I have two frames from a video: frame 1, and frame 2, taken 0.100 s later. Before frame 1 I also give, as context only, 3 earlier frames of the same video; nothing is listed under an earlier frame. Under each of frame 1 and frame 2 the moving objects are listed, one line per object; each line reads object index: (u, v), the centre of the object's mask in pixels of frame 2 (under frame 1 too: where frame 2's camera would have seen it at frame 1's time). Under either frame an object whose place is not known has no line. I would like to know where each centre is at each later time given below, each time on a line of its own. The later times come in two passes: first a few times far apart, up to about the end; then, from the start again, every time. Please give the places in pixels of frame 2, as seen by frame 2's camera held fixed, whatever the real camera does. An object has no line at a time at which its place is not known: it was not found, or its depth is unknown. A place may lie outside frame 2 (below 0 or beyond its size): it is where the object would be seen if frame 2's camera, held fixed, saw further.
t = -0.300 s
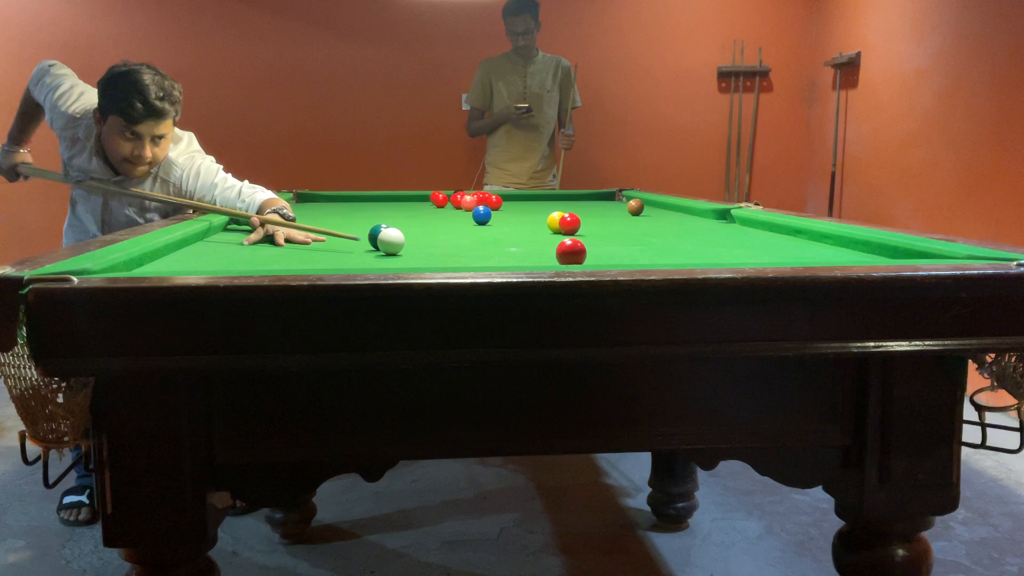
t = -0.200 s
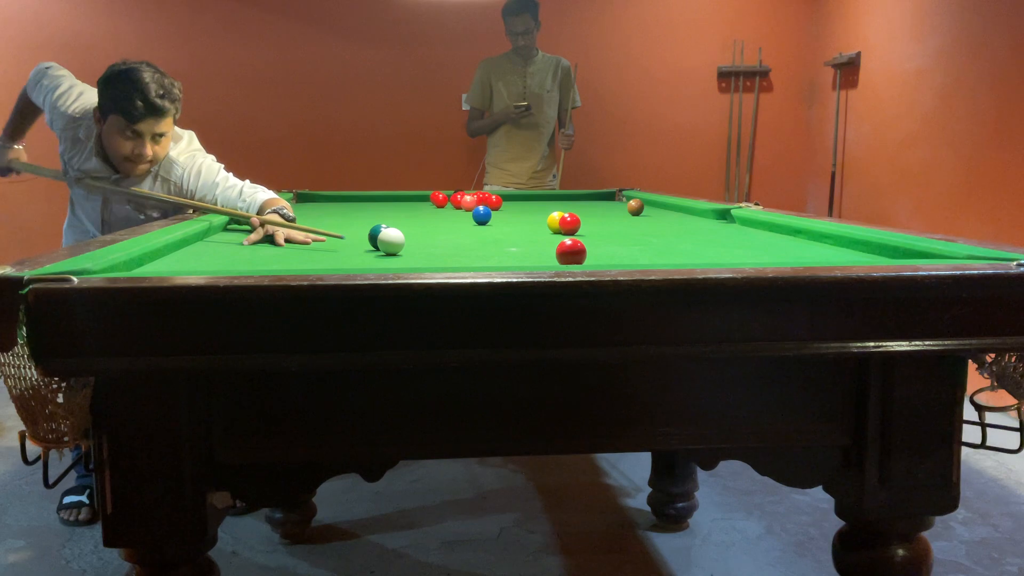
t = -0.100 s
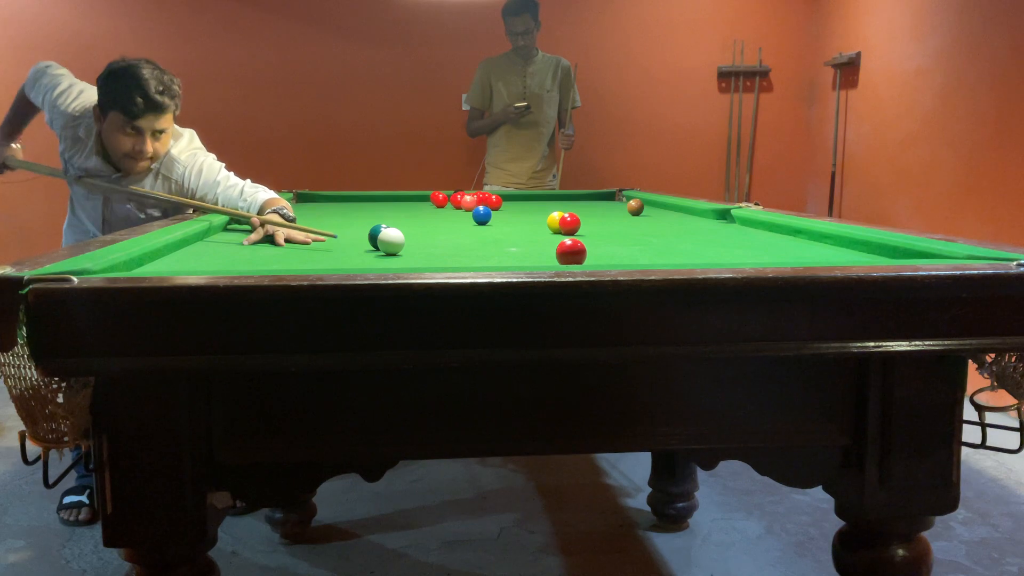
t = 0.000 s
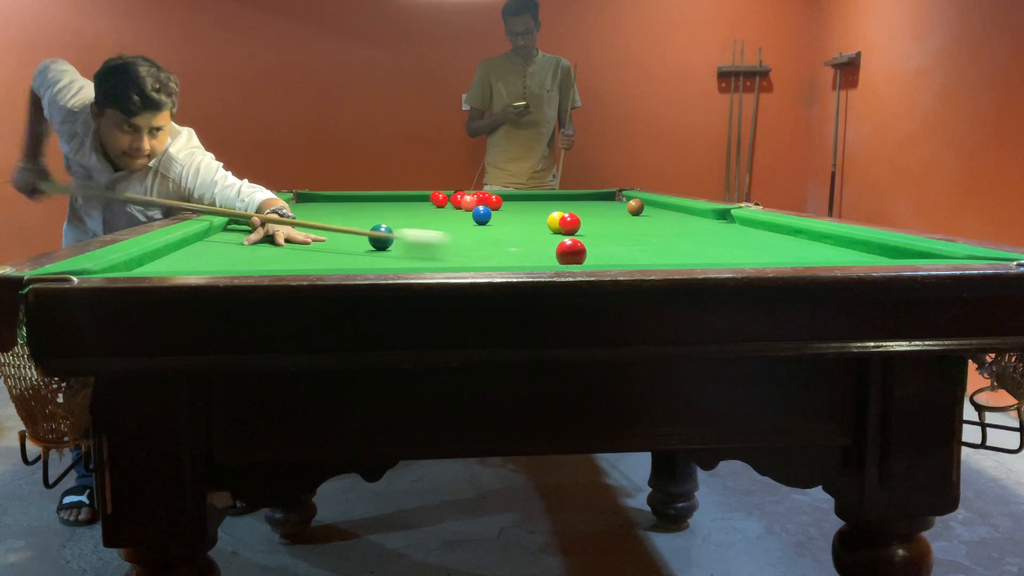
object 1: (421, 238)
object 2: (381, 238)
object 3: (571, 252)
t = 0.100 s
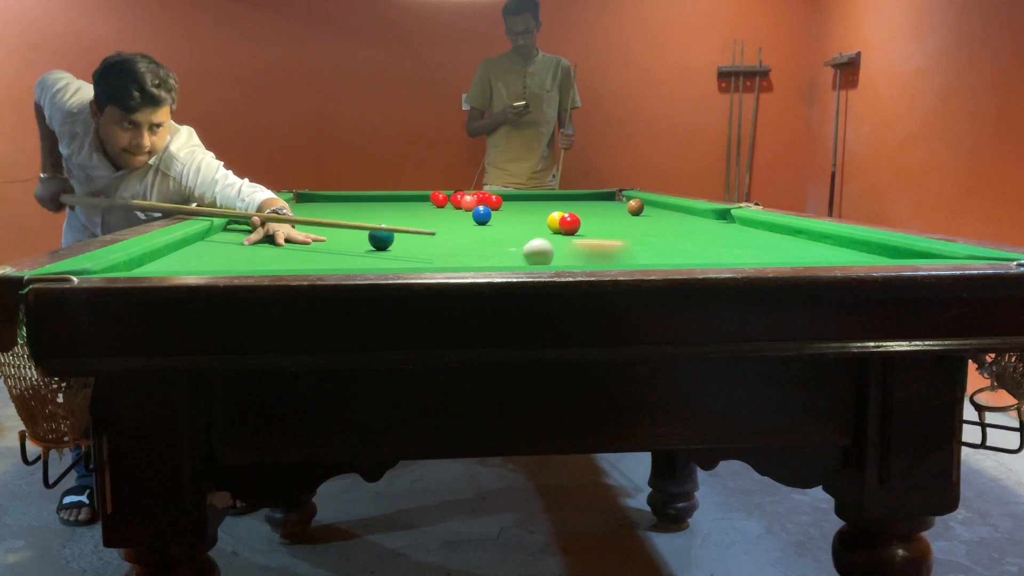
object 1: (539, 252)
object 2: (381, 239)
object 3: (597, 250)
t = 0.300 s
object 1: (534, 260)
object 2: (381, 239)
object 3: (919, 253)
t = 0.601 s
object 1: (474, 255)
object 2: (381, 237)
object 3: (830, 252)
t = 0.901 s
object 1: (426, 247)
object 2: (381, 237)
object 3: (705, 247)
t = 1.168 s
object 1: (391, 239)
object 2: (375, 235)
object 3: (616, 241)
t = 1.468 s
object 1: (382, 238)
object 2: (361, 232)
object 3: (535, 235)
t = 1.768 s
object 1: (375, 237)
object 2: (345, 229)
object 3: (468, 230)
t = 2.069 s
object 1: (372, 236)
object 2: (331, 226)
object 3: (412, 225)
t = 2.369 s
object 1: (369, 236)
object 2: (319, 223)
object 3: (364, 219)
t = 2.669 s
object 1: (369, 236)
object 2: (309, 222)
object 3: (325, 218)
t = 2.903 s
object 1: (369, 236)
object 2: (302, 221)
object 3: (291, 214)
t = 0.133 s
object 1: (535, 254)
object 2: (381, 239)
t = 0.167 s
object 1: (533, 256)
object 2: (381, 239)
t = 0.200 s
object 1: (532, 257)
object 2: (381, 239)
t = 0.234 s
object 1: (532, 258)
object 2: (381, 239)
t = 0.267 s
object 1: (533, 259)
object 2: (381, 239)
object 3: (873, 248)
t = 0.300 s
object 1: (534, 260)
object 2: (381, 239)
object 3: (919, 253)
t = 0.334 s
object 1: (531, 261)
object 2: (381, 238)
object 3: (958, 253)
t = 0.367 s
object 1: (522, 260)
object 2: (381, 238)
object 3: (950, 254)
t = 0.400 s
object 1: (515, 259)
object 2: (381, 238)
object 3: (936, 254)
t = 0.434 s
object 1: (507, 258)
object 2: (381, 238)
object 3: (916, 254)
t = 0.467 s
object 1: (500, 258)
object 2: (381, 237)
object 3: (897, 254)
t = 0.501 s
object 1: (493, 257)
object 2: (381, 237)
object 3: (880, 253)
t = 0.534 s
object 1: (487, 256)
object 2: (381, 237)
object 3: (863, 253)
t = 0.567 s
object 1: (480, 256)
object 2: (381, 237)
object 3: (847, 252)
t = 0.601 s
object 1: (474, 255)
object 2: (381, 237)
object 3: (830, 252)
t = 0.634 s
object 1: (468, 255)
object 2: (381, 237)
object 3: (814, 252)
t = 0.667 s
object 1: (462, 254)
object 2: (381, 237)
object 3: (799, 251)
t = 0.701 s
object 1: (456, 253)
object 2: (381, 237)
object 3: (784, 251)
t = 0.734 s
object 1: (451, 252)
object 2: (381, 237)
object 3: (770, 250)
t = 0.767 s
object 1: (446, 252)
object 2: (381, 237)
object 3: (756, 250)
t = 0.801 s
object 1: (440, 251)
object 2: (381, 237)
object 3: (743, 249)
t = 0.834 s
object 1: (435, 250)
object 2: (381, 237)
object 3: (730, 249)
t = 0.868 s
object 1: (430, 248)
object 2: (381, 237)
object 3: (717, 248)
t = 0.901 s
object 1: (426, 247)
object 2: (381, 237)
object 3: (705, 247)
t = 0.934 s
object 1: (421, 246)
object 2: (381, 237)
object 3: (692, 247)
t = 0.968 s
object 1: (416, 245)
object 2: (381, 237)
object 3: (681, 246)
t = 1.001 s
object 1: (412, 244)
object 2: (381, 236)
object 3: (669, 245)
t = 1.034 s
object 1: (408, 243)
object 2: (381, 237)
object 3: (658, 244)
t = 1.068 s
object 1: (403, 242)
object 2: (380, 236)
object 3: (647, 244)
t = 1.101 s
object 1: (399, 241)
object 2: (378, 236)
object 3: (637, 243)
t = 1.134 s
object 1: (395, 240)
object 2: (377, 236)
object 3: (626, 242)
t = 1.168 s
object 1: (391, 239)
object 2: (375, 235)
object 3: (616, 241)
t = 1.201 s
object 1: (389, 239)
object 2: (374, 235)
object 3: (606, 240)
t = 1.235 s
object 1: (388, 239)
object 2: (372, 234)
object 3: (597, 240)
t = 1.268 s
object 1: (388, 239)
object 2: (370, 234)
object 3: (588, 239)
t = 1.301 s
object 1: (387, 239)
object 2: (369, 234)
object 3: (578, 238)
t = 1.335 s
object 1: (386, 239)
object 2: (367, 233)
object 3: (569, 237)
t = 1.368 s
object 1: (385, 238)
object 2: (366, 233)
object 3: (561, 237)
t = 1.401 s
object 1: (384, 238)
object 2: (364, 233)
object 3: (552, 237)
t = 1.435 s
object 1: (383, 238)
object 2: (362, 232)
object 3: (543, 236)
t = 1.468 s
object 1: (382, 238)
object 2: (361, 232)
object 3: (535, 235)
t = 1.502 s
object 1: (381, 238)
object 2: (359, 231)
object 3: (527, 234)
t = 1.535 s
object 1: (380, 238)
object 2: (357, 231)
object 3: (519, 234)
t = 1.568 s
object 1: (379, 237)
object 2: (356, 231)
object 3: (511, 233)
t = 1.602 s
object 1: (378, 237)
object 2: (354, 230)
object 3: (504, 232)
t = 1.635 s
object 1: (377, 237)
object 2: (352, 230)
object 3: (496, 232)
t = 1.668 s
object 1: (377, 237)
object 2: (351, 230)
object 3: (489, 231)
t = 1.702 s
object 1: (376, 237)
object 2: (349, 229)
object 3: (482, 230)
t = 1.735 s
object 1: (376, 237)
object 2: (347, 229)
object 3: (475, 230)
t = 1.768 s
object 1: (375, 237)
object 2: (345, 229)
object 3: (468, 230)
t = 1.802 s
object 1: (375, 237)
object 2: (343, 228)
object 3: (461, 229)
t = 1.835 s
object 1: (374, 237)
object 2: (342, 228)
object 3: (455, 229)
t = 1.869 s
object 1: (374, 236)
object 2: (340, 228)
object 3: (448, 228)
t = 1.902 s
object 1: (373, 236)
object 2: (338, 227)
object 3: (442, 228)
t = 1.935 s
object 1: (373, 236)
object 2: (337, 227)
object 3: (436, 227)
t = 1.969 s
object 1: (373, 236)
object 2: (335, 227)
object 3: (429, 227)
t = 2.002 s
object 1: (372, 236)
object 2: (334, 226)
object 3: (423, 226)
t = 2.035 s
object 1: (372, 236)
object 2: (332, 226)
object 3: (417, 226)
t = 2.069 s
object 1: (372, 236)
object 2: (331, 226)
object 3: (412, 225)
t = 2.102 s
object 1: (371, 236)
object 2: (329, 225)
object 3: (406, 225)
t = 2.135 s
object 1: (371, 236)
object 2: (328, 225)
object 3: (401, 224)
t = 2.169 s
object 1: (371, 236)
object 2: (326, 225)
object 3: (395, 224)
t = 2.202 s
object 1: (371, 236)
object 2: (325, 225)
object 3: (390, 223)
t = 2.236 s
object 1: (370, 236)
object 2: (324, 224)
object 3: (385, 222)
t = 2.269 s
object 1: (370, 236)
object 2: (322, 224)
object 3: (381, 220)
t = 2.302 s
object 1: (370, 236)
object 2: (321, 224)
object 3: (375, 219)
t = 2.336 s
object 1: (369, 236)
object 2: (320, 224)
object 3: (370, 218)
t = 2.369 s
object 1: (369, 236)
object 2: (319, 223)
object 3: (364, 219)
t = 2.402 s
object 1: (369, 236)
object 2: (317, 224)
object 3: (359, 220)
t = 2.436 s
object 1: (369, 236)
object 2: (316, 223)
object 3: (354, 220)
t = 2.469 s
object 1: (369, 236)
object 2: (315, 223)
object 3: (350, 221)
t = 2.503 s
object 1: (369, 236)
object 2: (314, 223)
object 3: (345, 220)
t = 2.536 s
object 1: (369, 236)
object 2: (313, 223)
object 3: (341, 220)
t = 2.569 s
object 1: (369, 236)
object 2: (312, 222)
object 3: (337, 220)
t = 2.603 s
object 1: (369, 236)
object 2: (311, 222)
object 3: (332, 219)
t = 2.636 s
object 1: (369, 236)
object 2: (310, 222)
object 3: (329, 219)
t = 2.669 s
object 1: (369, 236)
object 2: (309, 222)
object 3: (325, 218)
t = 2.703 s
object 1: (369, 236)
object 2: (308, 222)
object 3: (322, 217)
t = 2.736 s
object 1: (369, 236)
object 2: (306, 221)
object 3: (319, 216)
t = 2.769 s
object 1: (369, 236)
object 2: (305, 221)
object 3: (316, 214)
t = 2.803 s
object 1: (369, 236)
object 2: (305, 221)
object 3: (309, 211)
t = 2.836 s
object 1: (369, 236)
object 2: (304, 221)
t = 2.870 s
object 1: (369, 236)
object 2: (303, 221)
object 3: (294, 213)
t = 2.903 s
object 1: (369, 236)
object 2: (302, 221)
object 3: (291, 214)
